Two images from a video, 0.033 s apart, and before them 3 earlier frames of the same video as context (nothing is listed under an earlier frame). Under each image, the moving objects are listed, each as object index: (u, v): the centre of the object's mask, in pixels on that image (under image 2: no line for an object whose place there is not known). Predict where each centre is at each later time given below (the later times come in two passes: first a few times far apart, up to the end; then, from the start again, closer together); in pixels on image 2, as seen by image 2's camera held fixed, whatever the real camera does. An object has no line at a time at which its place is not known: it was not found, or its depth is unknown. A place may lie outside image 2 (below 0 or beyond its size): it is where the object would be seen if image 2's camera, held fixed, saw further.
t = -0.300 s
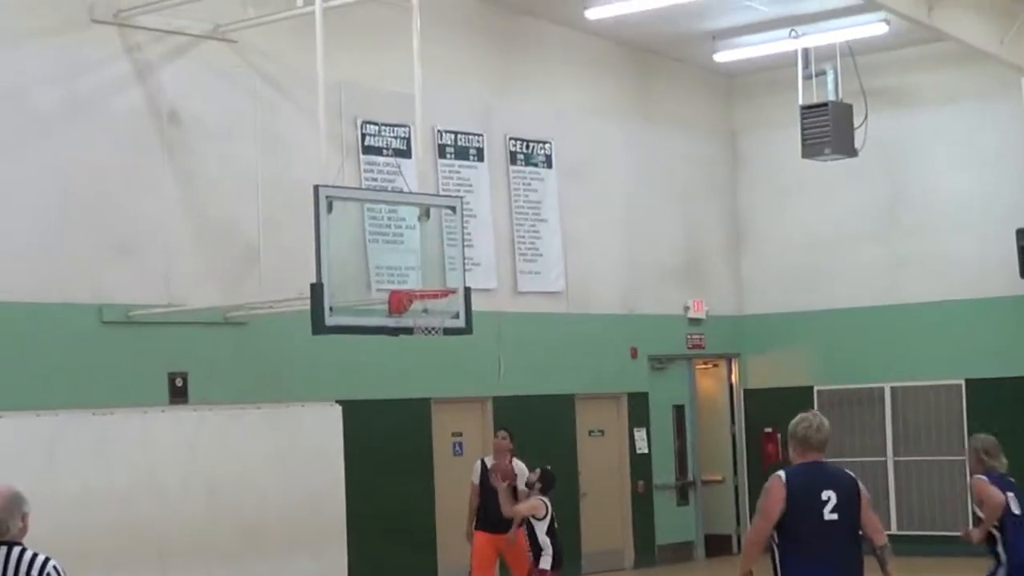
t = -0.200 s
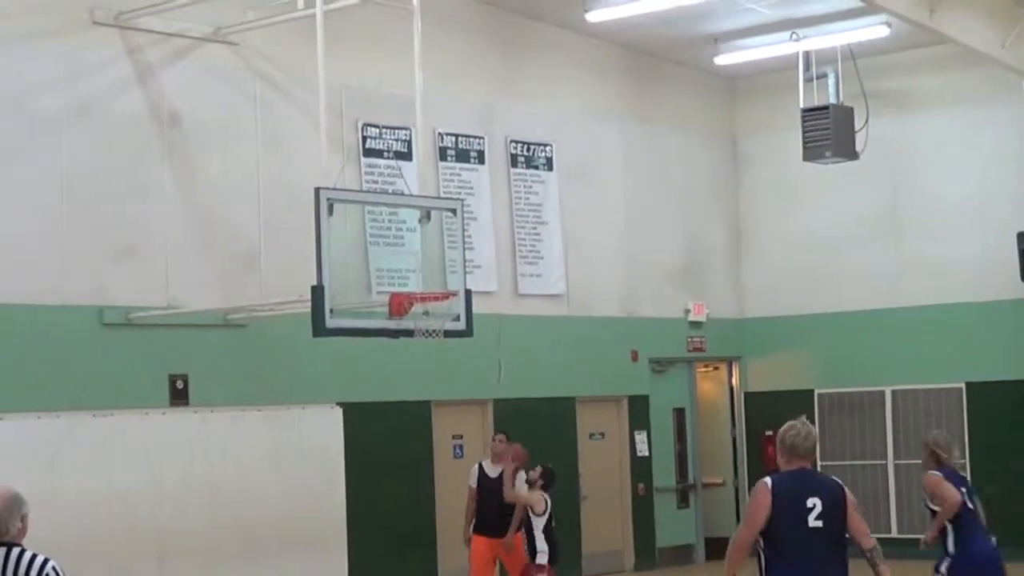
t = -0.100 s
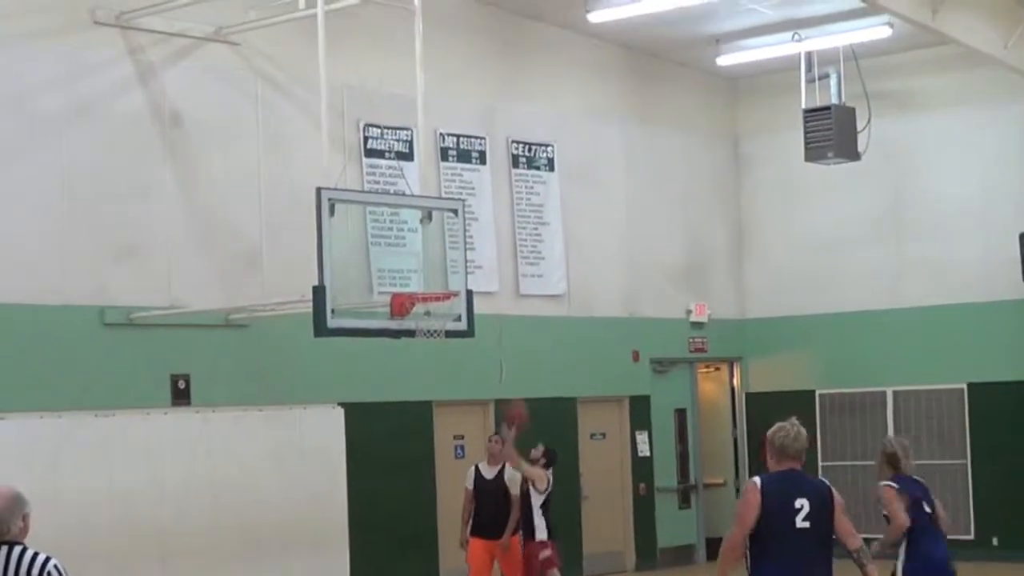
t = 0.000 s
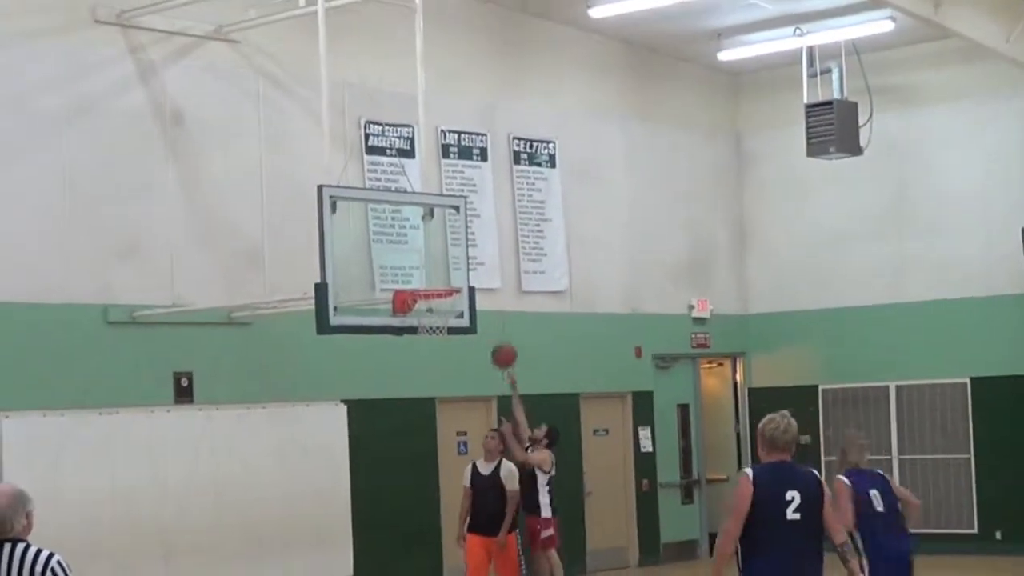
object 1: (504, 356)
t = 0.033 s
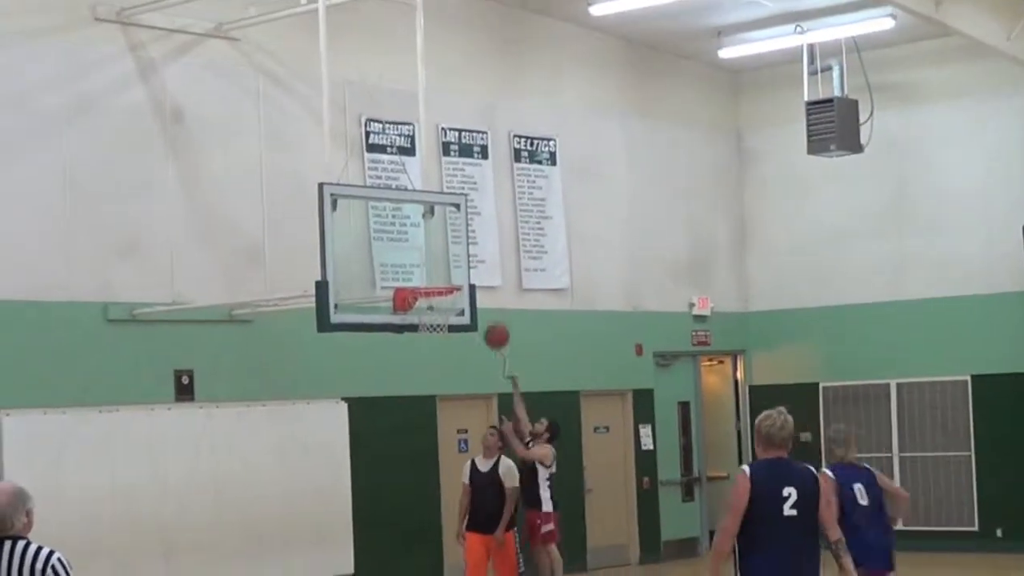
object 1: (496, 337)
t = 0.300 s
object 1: (433, 242)
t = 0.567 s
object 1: (432, 243)
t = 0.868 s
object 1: (433, 289)
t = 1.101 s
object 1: (430, 317)
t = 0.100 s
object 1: (481, 306)
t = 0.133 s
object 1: (473, 292)
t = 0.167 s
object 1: (465, 279)
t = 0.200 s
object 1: (456, 268)
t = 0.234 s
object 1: (448, 258)
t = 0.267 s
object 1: (441, 250)
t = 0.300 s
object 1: (433, 242)
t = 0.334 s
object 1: (428, 237)
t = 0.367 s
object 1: (428, 234)
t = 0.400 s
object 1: (429, 232)
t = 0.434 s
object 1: (430, 232)
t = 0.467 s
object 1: (430, 233)
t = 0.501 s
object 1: (431, 235)
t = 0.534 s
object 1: (431, 239)
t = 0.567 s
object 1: (432, 243)
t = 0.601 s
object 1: (433, 249)
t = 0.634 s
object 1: (434, 256)
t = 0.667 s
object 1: (435, 264)
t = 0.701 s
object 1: (436, 274)
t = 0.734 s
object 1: (436, 278)
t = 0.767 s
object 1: (435, 279)
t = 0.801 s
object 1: (433, 280)
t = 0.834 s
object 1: (433, 288)
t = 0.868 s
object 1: (433, 289)
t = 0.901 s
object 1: (431, 289)
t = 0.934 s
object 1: (431, 291)
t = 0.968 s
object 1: (431, 294)
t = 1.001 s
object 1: (431, 298)
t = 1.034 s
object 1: (430, 303)
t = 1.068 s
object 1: (430, 309)
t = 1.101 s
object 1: (430, 317)
